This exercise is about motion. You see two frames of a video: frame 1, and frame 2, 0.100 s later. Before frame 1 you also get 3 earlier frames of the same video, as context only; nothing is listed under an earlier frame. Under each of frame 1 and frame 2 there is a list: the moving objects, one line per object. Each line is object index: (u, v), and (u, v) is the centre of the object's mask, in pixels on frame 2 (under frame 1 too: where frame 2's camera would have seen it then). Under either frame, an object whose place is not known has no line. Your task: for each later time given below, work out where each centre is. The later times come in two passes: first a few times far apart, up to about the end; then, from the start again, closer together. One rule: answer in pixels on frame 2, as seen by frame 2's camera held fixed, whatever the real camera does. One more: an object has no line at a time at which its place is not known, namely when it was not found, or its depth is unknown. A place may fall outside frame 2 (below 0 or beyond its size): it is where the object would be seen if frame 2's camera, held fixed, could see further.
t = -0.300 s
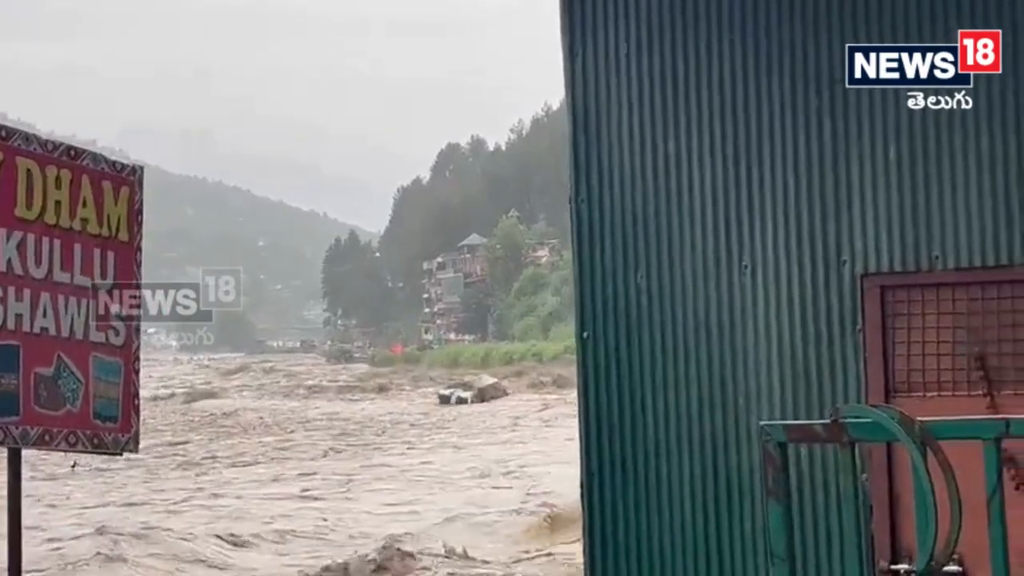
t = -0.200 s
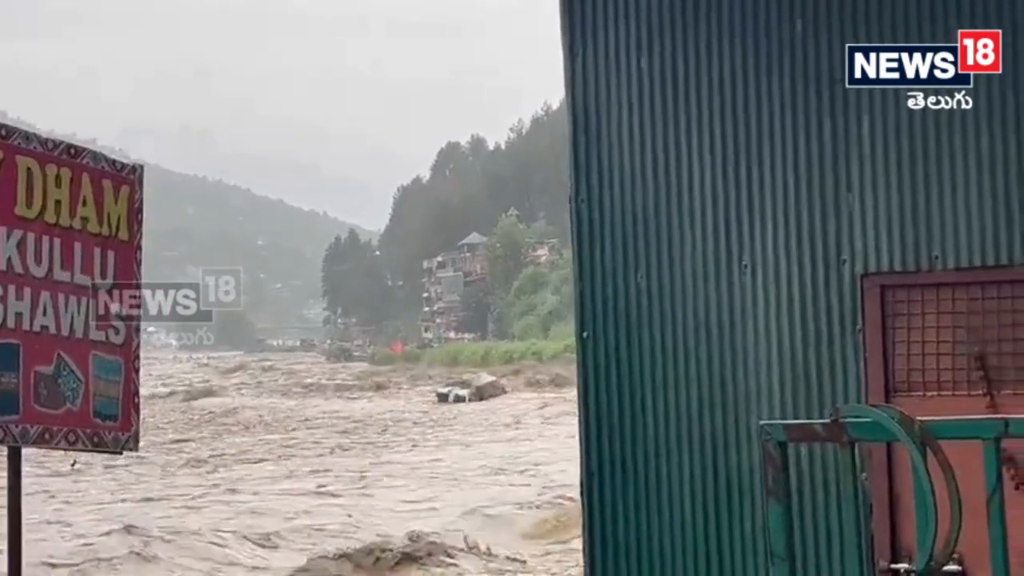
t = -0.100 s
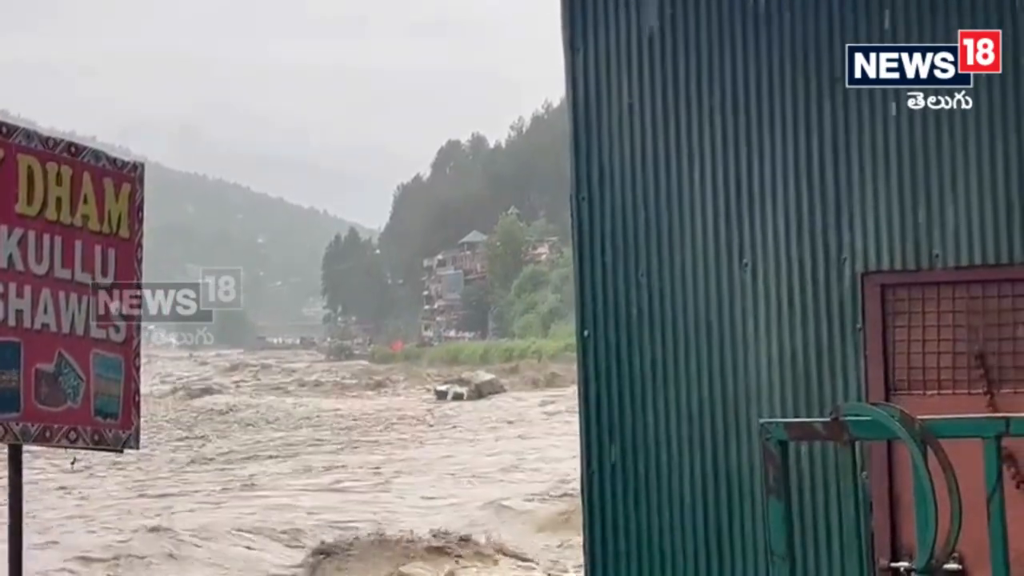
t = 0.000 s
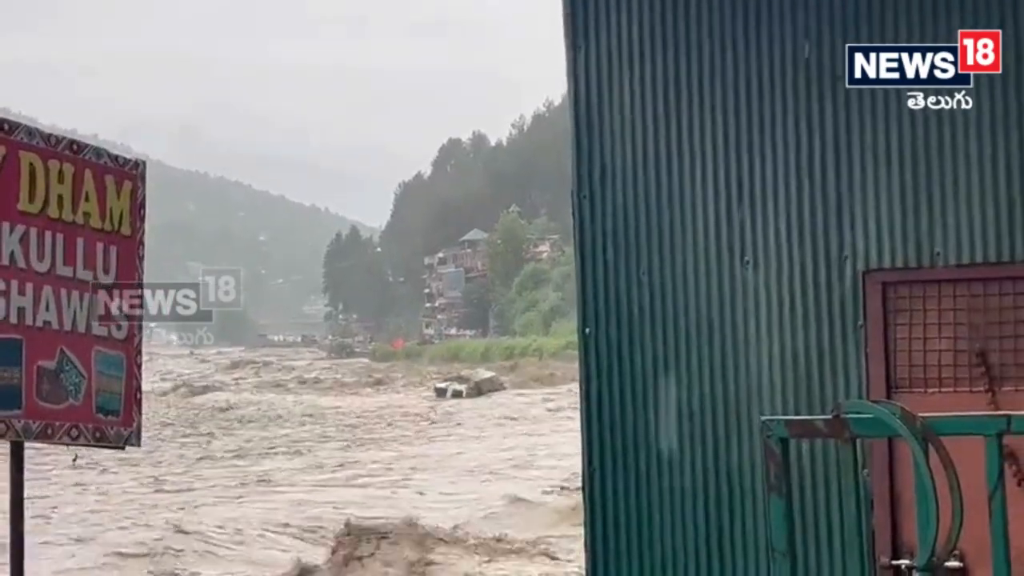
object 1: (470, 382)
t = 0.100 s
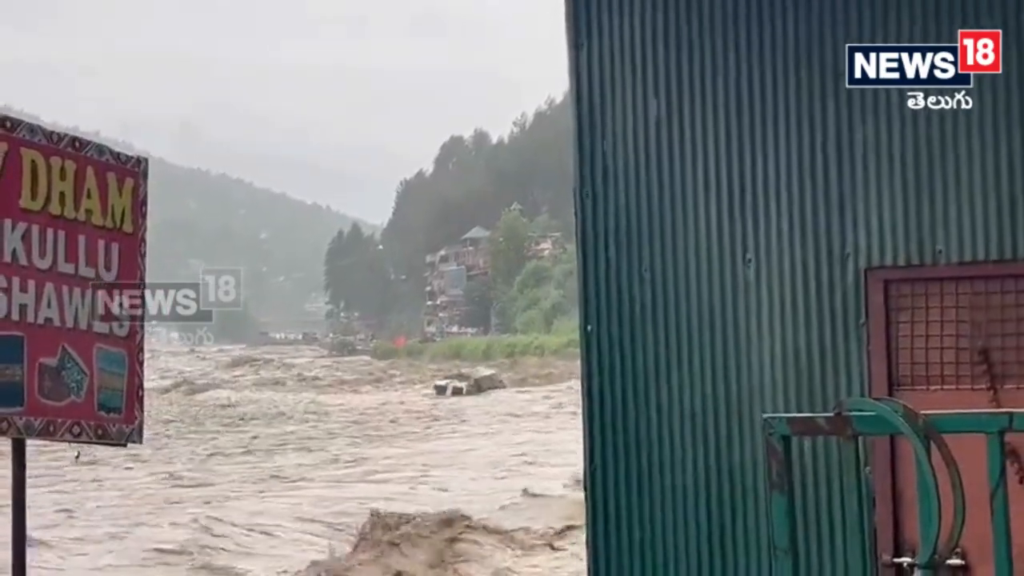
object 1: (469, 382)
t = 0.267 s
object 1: (465, 382)
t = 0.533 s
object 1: (460, 383)
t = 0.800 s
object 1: (456, 382)
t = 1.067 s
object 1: (453, 383)
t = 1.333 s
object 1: (450, 384)
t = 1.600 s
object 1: (445, 384)
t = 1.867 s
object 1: (443, 384)
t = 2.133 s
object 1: (441, 384)
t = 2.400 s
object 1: (437, 384)
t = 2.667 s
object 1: (434, 383)
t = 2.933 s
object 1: (430, 383)
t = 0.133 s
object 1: (468, 382)
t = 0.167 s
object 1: (468, 382)
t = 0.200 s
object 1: (466, 382)
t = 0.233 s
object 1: (465, 382)
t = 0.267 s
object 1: (465, 382)
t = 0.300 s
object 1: (464, 382)
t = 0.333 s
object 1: (464, 382)
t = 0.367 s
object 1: (464, 382)
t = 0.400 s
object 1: (463, 382)
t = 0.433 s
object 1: (462, 382)
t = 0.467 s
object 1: (461, 382)
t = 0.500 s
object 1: (461, 382)
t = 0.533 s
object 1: (460, 383)
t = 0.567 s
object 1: (460, 382)
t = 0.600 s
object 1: (459, 382)
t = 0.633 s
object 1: (459, 382)
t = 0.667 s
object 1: (458, 382)
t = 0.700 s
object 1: (458, 382)
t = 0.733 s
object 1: (457, 383)
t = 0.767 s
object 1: (457, 382)
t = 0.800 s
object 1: (456, 382)
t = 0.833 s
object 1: (456, 383)
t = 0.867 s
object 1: (456, 383)
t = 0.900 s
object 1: (456, 383)
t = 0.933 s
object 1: (455, 383)
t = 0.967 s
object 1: (455, 383)
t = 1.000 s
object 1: (454, 383)
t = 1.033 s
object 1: (454, 383)
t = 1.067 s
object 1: (453, 383)
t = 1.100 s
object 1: (453, 383)
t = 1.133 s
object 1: (453, 383)
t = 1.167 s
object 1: (452, 383)
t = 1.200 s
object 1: (451, 384)
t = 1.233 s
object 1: (452, 383)
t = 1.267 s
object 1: (450, 383)
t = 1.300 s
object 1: (450, 384)
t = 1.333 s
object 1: (450, 384)
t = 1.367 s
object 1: (449, 383)
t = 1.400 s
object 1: (448, 384)
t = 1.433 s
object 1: (448, 384)
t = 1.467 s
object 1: (448, 384)
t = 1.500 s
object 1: (447, 384)
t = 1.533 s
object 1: (446, 384)
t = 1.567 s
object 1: (446, 384)
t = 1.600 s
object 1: (445, 384)
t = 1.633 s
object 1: (445, 384)
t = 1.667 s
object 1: (445, 385)
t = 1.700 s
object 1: (445, 385)
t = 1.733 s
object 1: (444, 385)
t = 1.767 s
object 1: (444, 384)
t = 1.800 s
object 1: (444, 384)
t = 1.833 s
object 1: (443, 384)
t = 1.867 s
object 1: (443, 384)
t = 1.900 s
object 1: (442, 384)
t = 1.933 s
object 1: (442, 384)
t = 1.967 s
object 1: (441, 384)
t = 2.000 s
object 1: (441, 384)
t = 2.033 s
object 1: (441, 384)
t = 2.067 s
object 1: (441, 384)
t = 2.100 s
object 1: (441, 385)
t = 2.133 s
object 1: (441, 384)
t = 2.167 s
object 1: (440, 384)
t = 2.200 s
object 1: (440, 385)
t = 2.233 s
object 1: (439, 385)
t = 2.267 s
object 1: (439, 385)
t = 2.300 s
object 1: (438, 384)
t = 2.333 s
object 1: (438, 384)
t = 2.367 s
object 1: (438, 384)
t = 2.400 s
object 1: (437, 384)
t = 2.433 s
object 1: (436, 384)
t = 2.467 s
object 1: (436, 384)
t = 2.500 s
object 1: (436, 384)
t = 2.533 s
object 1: (435, 384)
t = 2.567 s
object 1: (434, 384)
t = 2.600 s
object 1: (434, 384)
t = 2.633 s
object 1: (434, 383)
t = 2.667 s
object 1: (434, 383)
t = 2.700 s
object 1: (433, 383)
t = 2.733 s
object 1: (433, 383)
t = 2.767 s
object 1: (432, 384)
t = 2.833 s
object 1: (431, 383)
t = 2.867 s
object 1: (431, 384)
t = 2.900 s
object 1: (430, 383)
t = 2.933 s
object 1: (430, 383)
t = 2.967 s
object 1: (429, 384)
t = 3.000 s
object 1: (429, 383)
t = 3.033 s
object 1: (429, 384)
